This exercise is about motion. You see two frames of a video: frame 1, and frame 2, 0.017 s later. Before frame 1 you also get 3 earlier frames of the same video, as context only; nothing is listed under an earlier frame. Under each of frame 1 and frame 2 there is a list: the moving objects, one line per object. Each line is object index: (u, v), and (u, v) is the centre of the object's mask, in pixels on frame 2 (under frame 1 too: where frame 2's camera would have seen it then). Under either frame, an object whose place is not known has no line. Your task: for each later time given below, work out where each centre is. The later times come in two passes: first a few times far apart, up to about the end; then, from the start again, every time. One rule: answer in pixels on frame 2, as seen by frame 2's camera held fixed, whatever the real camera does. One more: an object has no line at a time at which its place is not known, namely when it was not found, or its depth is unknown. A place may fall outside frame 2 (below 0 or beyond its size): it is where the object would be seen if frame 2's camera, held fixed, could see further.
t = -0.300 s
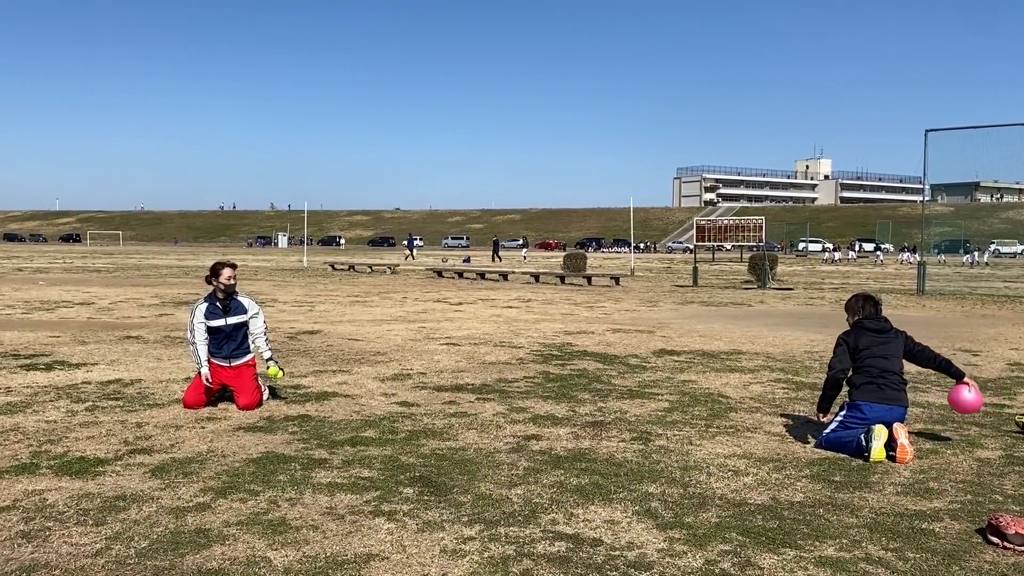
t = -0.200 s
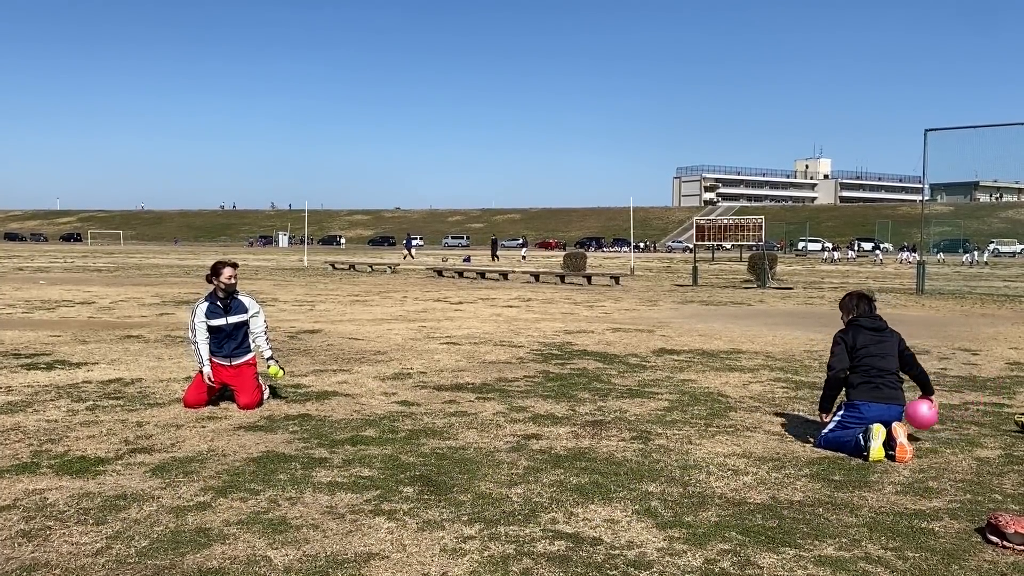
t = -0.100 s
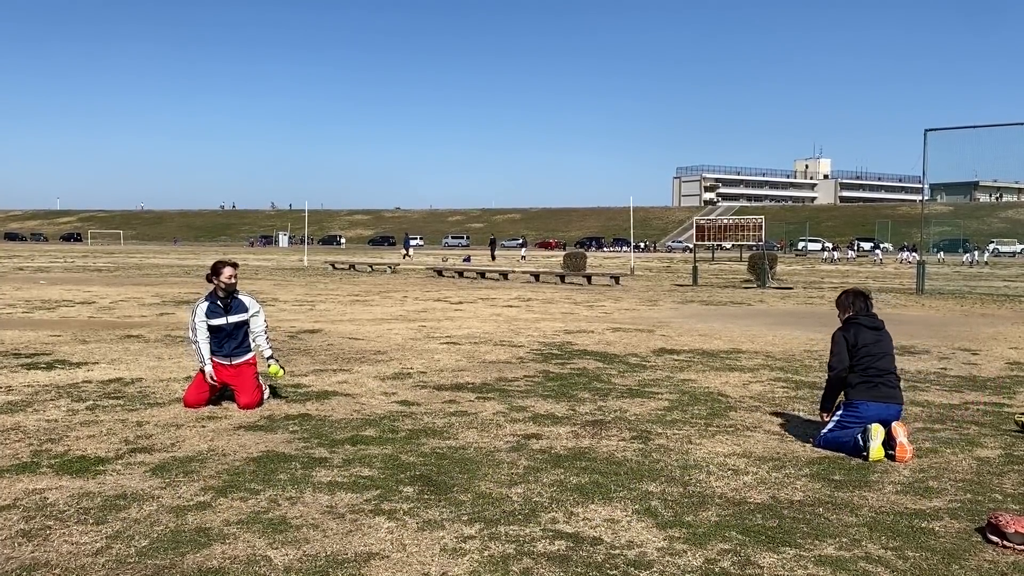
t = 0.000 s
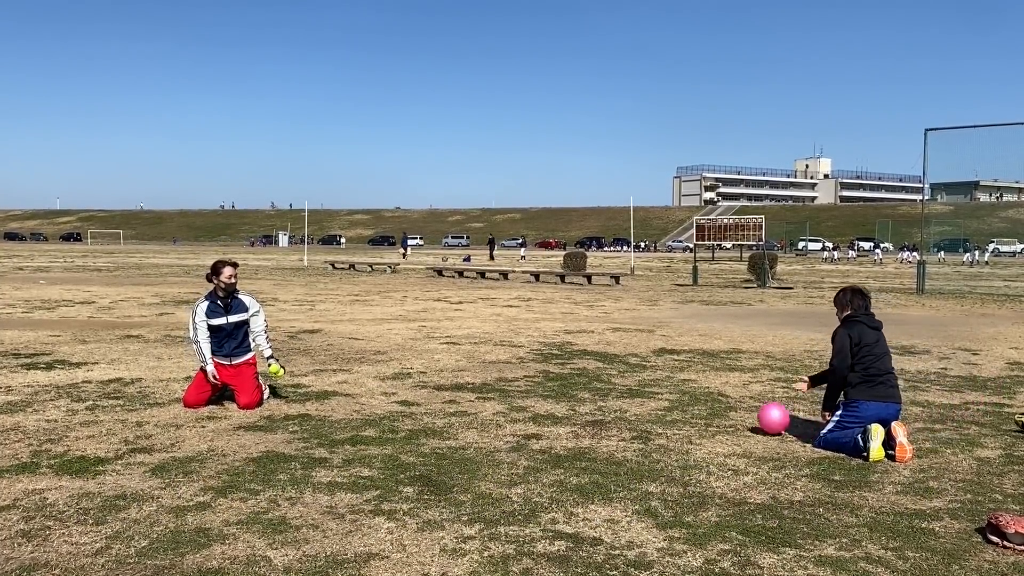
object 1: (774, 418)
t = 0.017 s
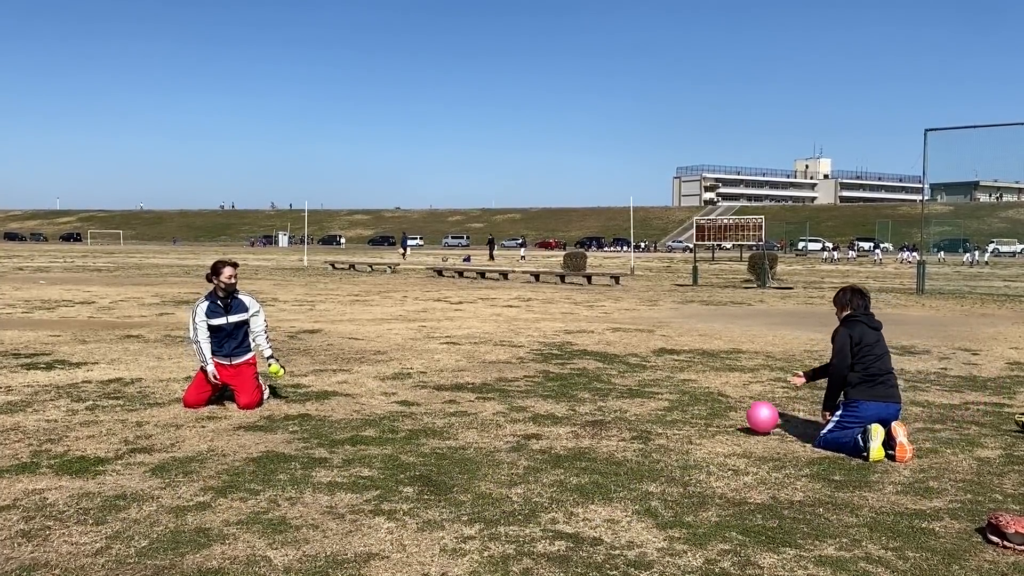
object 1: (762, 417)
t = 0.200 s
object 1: (637, 419)
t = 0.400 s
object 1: (518, 412)
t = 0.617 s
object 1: (403, 403)
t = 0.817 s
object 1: (309, 404)
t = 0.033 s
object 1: (751, 416)
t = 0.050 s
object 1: (740, 414)
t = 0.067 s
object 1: (728, 413)
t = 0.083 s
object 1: (716, 413)
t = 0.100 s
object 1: (704, 413)
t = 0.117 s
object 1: (692, 415)
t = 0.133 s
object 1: (681, 416)
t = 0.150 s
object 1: (669, 417)
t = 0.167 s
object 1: (659, 418)
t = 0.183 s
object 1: (648, 419)
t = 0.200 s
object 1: (637, 419)
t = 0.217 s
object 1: (628, 418)
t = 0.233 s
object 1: (617, 416)
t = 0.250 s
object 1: (607, 415)
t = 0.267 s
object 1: (596, 415)
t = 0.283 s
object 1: (586, 415)
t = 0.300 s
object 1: (575, 416)
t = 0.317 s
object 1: (566, 416)
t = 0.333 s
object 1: (556, 416)
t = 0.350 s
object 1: (547, 415)
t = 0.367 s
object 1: (537, 414)
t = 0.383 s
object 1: (528, 412)
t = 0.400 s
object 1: (518, 412)
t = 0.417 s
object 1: (509, 411)
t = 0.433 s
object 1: (499, 411)
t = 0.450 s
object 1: (490, 411)
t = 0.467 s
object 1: (481, 412)
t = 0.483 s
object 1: (472, 413)
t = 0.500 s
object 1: (463, 412)
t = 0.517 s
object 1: (455, 410)
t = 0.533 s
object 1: (446, 408)
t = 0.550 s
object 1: (437, 407)
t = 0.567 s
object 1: (429, 405)
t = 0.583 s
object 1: (420, 404)
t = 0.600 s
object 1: (411, 404)
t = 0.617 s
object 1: (403, 403)
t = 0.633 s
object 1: (394, 404)
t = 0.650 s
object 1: (386, 405)
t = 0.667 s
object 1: (378, 406)
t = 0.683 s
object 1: (373, 408)
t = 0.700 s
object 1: (362, 408)
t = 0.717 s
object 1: (355, 408)
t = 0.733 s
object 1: (347, 407)
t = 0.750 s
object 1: (339, 406)
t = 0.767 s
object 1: (331, 405)
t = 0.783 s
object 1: (323, 404)
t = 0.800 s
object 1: (316, 404)
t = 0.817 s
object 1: (309, 404)
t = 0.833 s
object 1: (301, 404)
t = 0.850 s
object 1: (294, 403)
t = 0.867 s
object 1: (288, 401)
